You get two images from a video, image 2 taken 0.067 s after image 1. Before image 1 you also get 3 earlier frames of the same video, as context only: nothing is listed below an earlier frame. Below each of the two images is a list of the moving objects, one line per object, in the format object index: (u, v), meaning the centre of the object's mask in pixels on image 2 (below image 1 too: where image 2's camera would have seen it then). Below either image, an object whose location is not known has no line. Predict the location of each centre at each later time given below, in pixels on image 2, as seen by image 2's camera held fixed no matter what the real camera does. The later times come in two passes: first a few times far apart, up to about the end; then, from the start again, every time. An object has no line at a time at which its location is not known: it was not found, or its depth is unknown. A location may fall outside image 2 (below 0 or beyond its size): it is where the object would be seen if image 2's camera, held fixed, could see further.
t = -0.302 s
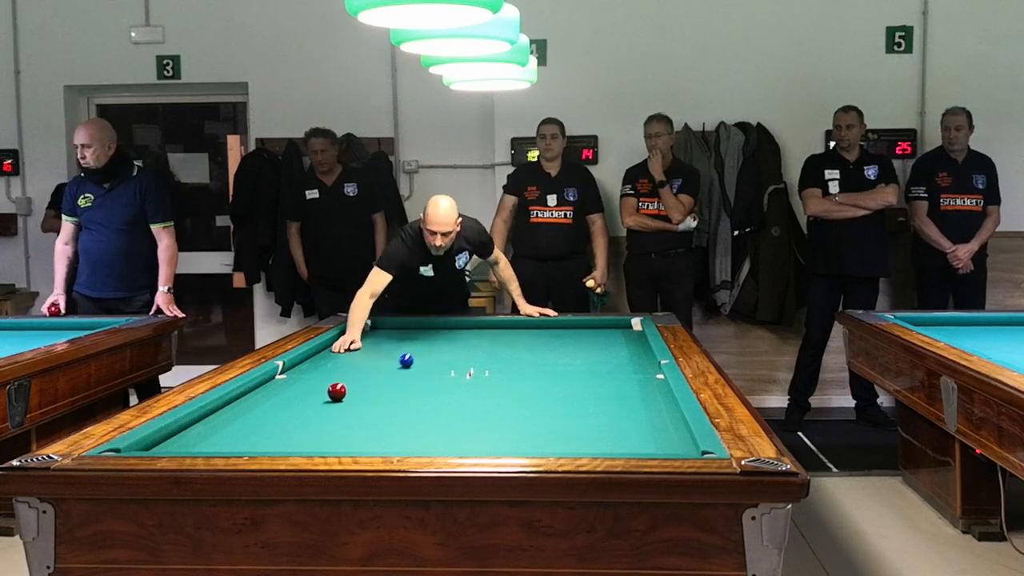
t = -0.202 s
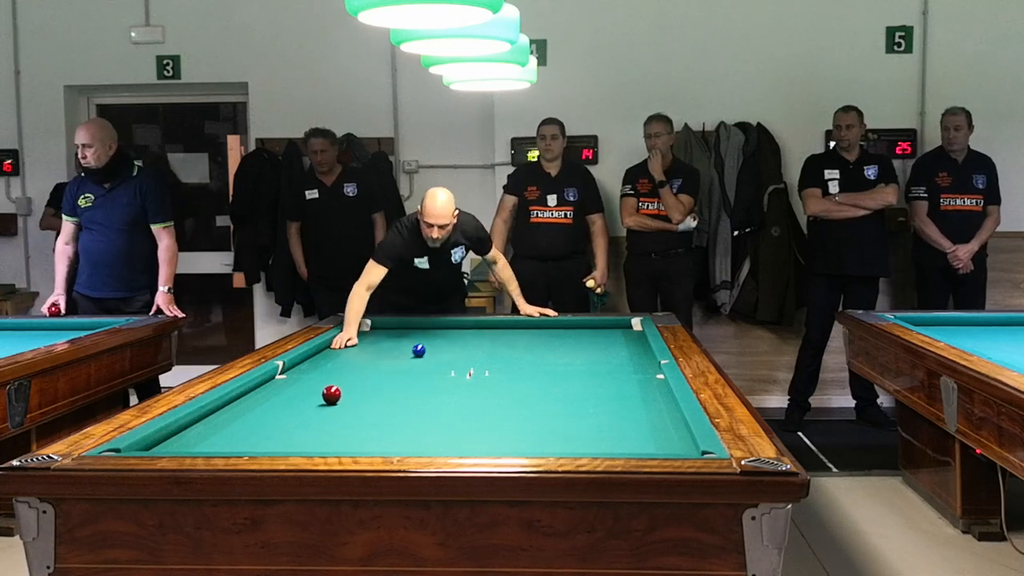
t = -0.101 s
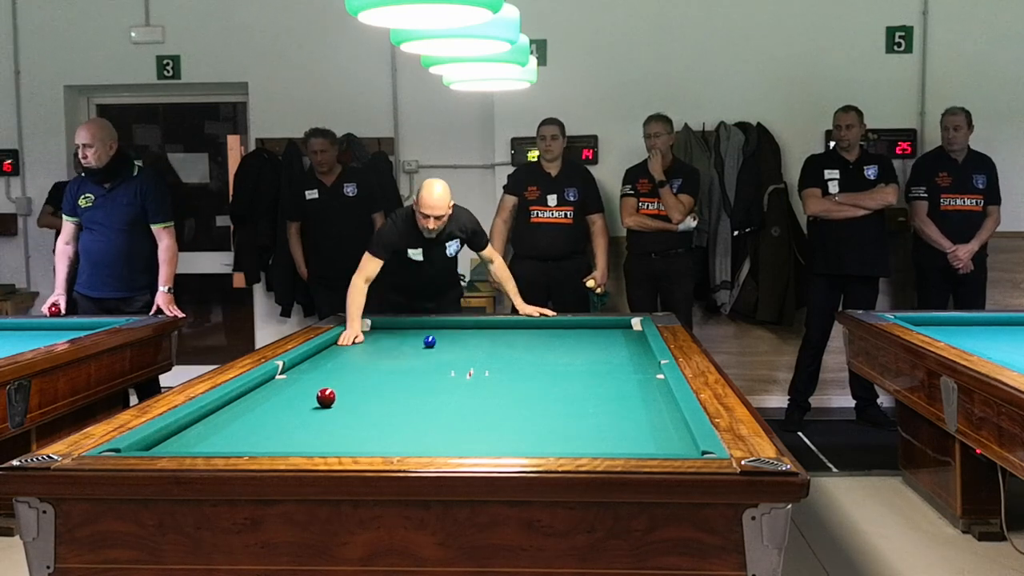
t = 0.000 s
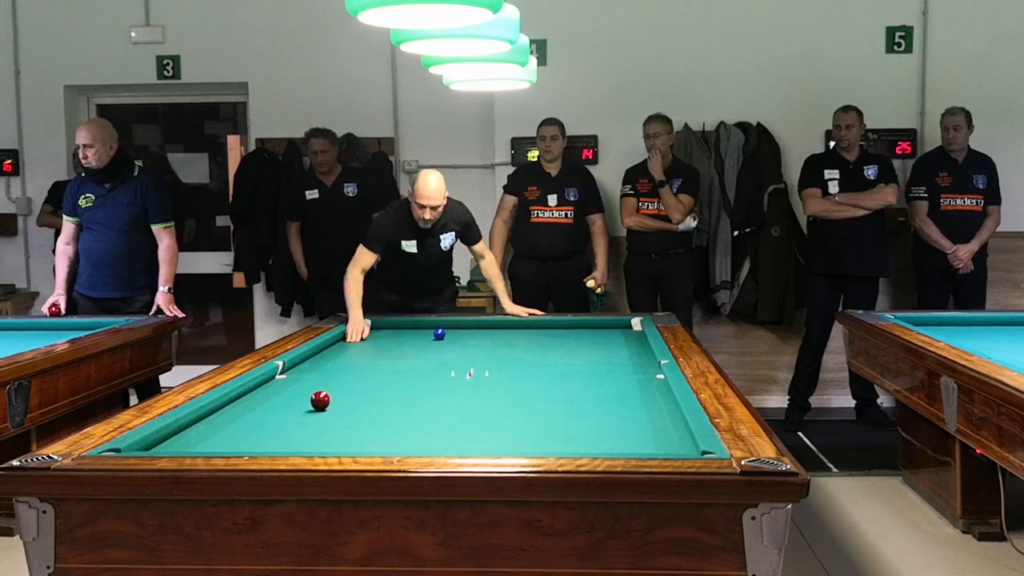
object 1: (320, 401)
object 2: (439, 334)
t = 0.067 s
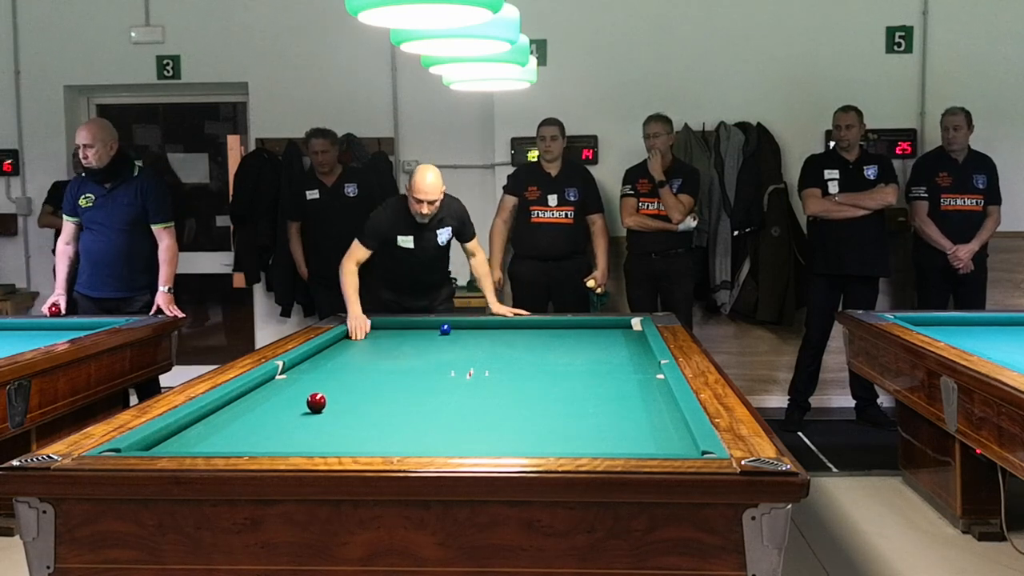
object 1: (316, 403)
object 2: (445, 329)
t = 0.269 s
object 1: (304, 408)
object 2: (443, 332)
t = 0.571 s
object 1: (285, 418)
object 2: (428, 347)
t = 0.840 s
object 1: (268, 427)
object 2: (411, 363)
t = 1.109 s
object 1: (249, 437)
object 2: (392, 382)
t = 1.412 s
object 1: (227, 444)
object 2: (363, 410)
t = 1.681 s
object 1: (208, 449)
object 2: (330, 442)
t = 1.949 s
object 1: (208, 447)
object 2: (332, 442)
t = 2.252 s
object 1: (212, 444)
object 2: (359, 418)
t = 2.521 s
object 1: (214, 441)
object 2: (378, 400)
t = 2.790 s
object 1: (217, 437)
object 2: (394, 385)
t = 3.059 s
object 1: (220, 433)
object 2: (408, 372)
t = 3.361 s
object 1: (223, 428)
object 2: (421, 360)
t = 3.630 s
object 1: (226, 425)
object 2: (431, 351)
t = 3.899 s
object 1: (228, 422)
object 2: (439, 343)
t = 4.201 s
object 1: (231, 418)
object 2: (448, 335)
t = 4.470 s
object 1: (233, 416)
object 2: (455, 329)
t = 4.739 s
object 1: (236, 413)
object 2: (459, 326)
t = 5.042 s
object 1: (239, 411)
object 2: (456, 329)
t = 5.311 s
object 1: (241, 409)
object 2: (452, 333)
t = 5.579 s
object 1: (243, 408)
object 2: (449, 337)
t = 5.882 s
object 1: (245, 406)
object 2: (445, 341)
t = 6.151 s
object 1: (246, 405)
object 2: (441, 345)
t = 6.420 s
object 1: (248, 404)
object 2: (438, 349)
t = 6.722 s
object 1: (250, 403)
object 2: (433, 354)
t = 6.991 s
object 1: (251, 403)
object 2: (429, 358)
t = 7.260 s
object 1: (252, 403)
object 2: (424, 362)
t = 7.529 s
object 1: (253, 402)
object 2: (420, 367)
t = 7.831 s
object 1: (253, 402)
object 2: (415, 371)
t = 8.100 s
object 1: (253, 402)
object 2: (412, 376)
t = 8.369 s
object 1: (253, 402)
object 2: (408, 380)
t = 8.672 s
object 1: (253, 402)
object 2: (405, 386)
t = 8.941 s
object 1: (253, 402)
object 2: (402, 390)
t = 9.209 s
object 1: (253, 402)
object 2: (398, 395)
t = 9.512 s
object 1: (253, 402)
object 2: (394, 401)
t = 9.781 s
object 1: (253, 402)
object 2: (391, 405)
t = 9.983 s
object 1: (253, 402)
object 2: (388, 409)
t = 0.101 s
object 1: (314, 403)
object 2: (448, 327)
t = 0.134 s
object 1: (312, 404)
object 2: (450, 325)
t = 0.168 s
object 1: (310, 406)
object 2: (449, 326)
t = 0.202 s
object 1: (308, 406)
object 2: (447, 328)
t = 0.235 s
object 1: (306, 407)
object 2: (445, 330)
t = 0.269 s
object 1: (304, 408)
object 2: (443, 332)
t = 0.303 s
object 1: (302, 410)
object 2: (441, 333)
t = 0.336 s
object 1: (300, 411)
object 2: (440, 335)
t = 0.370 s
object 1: (298, 412)
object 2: (438, 337)
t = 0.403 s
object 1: (296, 413)
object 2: (436, 338)
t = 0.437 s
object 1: (294, 414)
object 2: (435, 340)
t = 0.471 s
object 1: (292, 415)
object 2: (433, 341)
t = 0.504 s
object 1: (290, 416)
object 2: (431, 344)
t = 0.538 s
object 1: (287, 417)
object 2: (429, 345)
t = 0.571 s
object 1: (285, 418)
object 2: (428, 347)
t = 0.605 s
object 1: (283, 419)
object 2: (426, 349)
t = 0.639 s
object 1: (281, 420)
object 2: (424, 351)
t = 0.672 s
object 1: (279, 422)
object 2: (422, 353)
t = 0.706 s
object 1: (277, 423)
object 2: (420, 354)
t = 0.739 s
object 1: (275, 424)
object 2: (418, 357)
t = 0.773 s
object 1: (272, 425)
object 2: (416, 359)
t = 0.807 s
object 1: (270, 426)
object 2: (414, 361)
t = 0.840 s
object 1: (268, 427)
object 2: (411, 363)
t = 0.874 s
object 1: (265, 428)
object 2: (409, 365)
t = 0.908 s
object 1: (263, 429)
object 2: (407, 367)
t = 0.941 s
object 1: (261, 431)
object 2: (404, 370)
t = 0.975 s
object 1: (258, 432)
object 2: (402, 372)
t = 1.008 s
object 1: (256, 433)
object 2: (399, 375)
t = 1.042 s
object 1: (254, 434)
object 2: (397, 377)
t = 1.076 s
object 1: (251, 435)
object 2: (394, 380)
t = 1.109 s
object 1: (249, 437)
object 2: (392, 382)
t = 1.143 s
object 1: (247, 438)
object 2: (389, 385)
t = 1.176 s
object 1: (244, 439)
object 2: (386, 388)
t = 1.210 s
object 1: (242, 440)
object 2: (383, 391)
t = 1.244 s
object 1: (239, 441)
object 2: (380, 394)
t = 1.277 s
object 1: (237, 441)
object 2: (377, 397)
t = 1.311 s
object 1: (235, 442)
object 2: (374, 400)
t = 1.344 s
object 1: (232, 443)
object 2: (370, 403)
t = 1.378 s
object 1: (230, 443)
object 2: (367, 407)
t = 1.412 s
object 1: (227, 444)
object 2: (363, 410)
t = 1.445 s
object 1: (225, 445)
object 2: (360, 414)
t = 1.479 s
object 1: (222, 445)
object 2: (356, 418)
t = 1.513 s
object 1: (220, 446)
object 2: (352, 422)
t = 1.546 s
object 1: (217, 446)
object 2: (348, 426)
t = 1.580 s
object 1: (215, 447)
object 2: (344, 430)
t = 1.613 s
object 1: (212, 448)
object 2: (339, 434)
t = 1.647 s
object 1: (210, 448)
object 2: (335, 439)
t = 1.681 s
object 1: (208, 449)
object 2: (330, 442)
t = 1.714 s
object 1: (205, 450)
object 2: (325, 445)
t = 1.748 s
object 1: (206, 449)
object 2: (320, 447)
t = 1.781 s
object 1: (206, 449)
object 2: (316, 449)
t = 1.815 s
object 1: (207, 448)
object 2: (316, 450)
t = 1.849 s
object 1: (207, 448)
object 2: (320, 447)
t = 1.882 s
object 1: (208, 447)
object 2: (324, 446)
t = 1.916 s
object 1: (208, 447)
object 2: (328, 444)
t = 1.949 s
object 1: (208, 447)
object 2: (332, 442)
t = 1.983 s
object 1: (209, 446)
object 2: (335, 440)
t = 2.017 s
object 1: (209, 446)
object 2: (338, 437)
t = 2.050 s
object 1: (209, 446)
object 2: (341, 434)
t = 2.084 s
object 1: (210, 446)
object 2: (345, 431)
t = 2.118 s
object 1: (210, 445)
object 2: (347, 428)
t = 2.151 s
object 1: (210, 445)
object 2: (350, 426)
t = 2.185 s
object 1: (211, 445)
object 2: (353, 423)
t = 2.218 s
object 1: (211, 444)
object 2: (356, 421)
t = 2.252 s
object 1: (212, 444)
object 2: (359, 418)
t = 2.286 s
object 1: (212, 443)
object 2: (361, 416)
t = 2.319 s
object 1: (212, 443)
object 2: (364, 413)
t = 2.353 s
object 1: (213, 443)
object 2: (366, 411)
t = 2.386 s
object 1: (213, 442)
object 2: (369, 408)
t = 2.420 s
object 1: (213, 442)
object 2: (371, 406)
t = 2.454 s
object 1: (214, 442)
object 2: (373, 404)
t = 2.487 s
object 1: (214, 441)
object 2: (375, 402)
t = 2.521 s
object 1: (214, 441)
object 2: (378, 400)
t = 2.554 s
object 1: (215, 440)
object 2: (380, 398)
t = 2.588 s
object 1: (215, 440)
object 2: (382, 396)
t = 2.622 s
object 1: (215, 440)
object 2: (384, 394)
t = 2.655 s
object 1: (216, 439)
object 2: (386, 392)
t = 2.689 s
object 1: (216, 439)
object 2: (388, 390)
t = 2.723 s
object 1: (217, 438)
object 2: (390, 389)
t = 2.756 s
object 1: (217, 438)
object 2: (392, 387)
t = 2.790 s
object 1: (217, 437)
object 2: (394, 385)
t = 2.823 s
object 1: (218, 437)
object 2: (396, 383)
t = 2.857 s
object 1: (218, 436)
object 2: (398, 382)
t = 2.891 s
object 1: (218, 436)
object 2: (399, 380)
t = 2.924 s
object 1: (219, 435)
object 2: (401, 379)
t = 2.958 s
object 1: (219, 434)
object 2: (403, 377)
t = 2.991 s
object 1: (220, 434)
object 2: (404, 375)
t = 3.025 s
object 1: (220, 433)
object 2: (406, 374)
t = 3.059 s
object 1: (220, 433)
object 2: (408, 372)
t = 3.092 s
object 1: (221, 432)
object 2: (409, 371)
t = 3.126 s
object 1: (221, 432)
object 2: (411, 369)
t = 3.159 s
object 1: (221, 431)
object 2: (412, 368)
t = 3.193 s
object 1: (222, 430)
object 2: (414, 367)
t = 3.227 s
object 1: (222, 430)
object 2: (415, 365)
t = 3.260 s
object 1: (222, 430)
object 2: (417, 364)
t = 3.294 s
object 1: (223, 429)
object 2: (418, 363)
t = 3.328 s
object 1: (223, 429)
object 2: (419, 362)
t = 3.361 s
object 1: (223, 428)
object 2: (421, 360)
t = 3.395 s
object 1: (224, 428)
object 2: (422, 359)
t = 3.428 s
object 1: (224, 427)
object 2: (423, 358)
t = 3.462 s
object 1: (224, 427)
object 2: (424, 357)
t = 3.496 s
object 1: (224, 426)
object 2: (426, 355)
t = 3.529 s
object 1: (225, 426)
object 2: (427, 354)
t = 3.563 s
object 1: (225, 425)
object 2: (428, 353)
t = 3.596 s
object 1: (226, 425)
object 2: (430, 352)
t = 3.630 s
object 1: (226, 425)
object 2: (431, 351)
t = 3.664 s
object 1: (226, 424)
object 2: (432, 350)
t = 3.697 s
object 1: (226, 424)
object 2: (433, 349)
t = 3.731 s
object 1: (227, 423)
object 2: (434, 348)
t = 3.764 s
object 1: (227, 423)
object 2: (435, 347)
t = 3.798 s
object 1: (227, 423)
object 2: (436, 346)
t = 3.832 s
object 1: (228, 422)
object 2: (437, 345)
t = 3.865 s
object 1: (228, 422)
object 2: (438, 344)
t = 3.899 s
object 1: (228, 422)
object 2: (439, 343)
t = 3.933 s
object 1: (229, 421)
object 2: (440, 342)
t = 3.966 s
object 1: (229, 421)
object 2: (441, 341)
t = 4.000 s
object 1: (229, 420)
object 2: (442, 340)
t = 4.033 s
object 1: (230, 420)
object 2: (443, 339)
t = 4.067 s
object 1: (230, 420)
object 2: (444, 338)
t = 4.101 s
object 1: (230, 419)
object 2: (445, 338)
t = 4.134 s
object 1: (230, 419)
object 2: (446, 336)
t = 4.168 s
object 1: (231, 419)
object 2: (447, 336)
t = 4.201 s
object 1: (231, 418)
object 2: (448, 335)
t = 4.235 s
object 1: (231, 418)
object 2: (449, 334)
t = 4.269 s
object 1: (232, 418)
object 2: (450, 333)
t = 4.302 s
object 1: (232, 417)
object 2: (451, 333)
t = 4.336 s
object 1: (232, 417)
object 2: (452, 332)
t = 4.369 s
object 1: (233, 417)
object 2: (453, 331)
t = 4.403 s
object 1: (233, 416)
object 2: (453, 330)
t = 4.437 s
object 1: (233, 416)
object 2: (454, 330)
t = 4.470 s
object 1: (233, 416)
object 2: (455, 329)
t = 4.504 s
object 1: (234, 415)
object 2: (456, 328)
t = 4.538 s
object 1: (234, 415)
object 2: (457, 328)
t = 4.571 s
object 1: (235, 415)
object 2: (458, 327)
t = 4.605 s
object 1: (235, 415)
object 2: (459, 326)
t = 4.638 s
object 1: (235, 414)
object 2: (459, 325)
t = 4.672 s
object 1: (235, 414)
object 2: (460, 325)
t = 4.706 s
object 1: (236, 414)
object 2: (459, 326)
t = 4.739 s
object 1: (236, 413)
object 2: (459, 326)
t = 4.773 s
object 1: (236, 413)
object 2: (459, 326)
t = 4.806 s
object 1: (237, 413)
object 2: (459, 326)
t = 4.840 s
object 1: (237, 413)
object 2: (458, 327)
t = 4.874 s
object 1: (238, 412)
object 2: (458, 327)
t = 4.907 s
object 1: (238, 412)
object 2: (457, 328)
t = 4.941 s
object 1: (238, 412)
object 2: (457, 328)
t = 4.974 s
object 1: (238, 411)
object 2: (456, 328)
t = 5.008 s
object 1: (239, 411)
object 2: (456, 329)
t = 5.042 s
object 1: (239, 411)
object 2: (456, 329)
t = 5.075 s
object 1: (239, 411)
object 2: (455, 330)
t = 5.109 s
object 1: (239, 411)
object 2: (455, 330)
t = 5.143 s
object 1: (240, 410)
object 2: (454, 331)
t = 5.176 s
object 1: (240, 410)
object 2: (454, 332)
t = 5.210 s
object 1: (240, 410)
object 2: (453, 332)
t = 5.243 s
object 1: (240, 410)
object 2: (453, 332)
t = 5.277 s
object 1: (241, 409)
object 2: (453, 333)
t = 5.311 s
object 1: (241, 409)
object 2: (452, 333)
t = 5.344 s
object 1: (241, 409)
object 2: (452, 334)
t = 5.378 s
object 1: (241, 409)
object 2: (452, 334)
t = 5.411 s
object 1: (242, 409)
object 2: (451, 335)
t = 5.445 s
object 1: (242, 408)
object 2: (451, 335)
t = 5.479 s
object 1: (242, 408)
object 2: (450, 335)
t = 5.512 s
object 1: (242, 408)
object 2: (450, 336)
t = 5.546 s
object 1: (242, 408)
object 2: (449, 336)
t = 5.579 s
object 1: (243, 408)
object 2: (449, 337)
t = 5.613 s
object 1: (243, 407)
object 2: (448, 338)
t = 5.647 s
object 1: (243, 407)
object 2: (448, 338)
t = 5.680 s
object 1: (243, 407)
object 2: (448, 338)
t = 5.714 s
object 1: (244, 407)
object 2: (447, 339)
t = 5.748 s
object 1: (244, 407)
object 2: (447, 339)
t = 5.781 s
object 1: (244, 407)
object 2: (446, 340)
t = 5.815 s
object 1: (244, 407)
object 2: (446, 340)
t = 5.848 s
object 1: (245, 406)
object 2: (445, 341)
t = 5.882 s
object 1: (245, 406)
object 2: (445, 341)
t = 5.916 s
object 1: (245, 406)
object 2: (444, 342)
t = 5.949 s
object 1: (245, 406)
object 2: (444, 342)
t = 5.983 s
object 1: (245, 406)
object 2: (444, 343)
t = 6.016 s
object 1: (245, 405)
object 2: (443, 343)
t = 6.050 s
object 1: (246, 405)
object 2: (443, 344)
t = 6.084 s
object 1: (246, 405)
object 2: (442, 344)
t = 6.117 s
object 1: (246, 405)
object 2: (442, 345)
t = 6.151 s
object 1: (246, 405)
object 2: (441, 345)
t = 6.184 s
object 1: (246, 405)
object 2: (441, 346)
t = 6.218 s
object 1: (246, 405)
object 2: (440, 346)
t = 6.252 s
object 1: (247, 405)
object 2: (440, 346)
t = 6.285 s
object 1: (247, 405)
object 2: (439, 347)
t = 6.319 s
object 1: (247, 404)
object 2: (439, 348)
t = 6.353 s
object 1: (247, 404)
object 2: (438, 348)
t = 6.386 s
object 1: (248, 404)
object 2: (438, 349)
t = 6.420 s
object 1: (248, 404)
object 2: (438, 349)
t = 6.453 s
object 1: (248, 404)
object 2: (437, 349)
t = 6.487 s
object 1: (248, 404)
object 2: (436, 350)
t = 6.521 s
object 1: (249, 404)
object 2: (436, 351)
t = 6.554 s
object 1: (249, 404)
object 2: (436, 351)
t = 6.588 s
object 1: (249, 404)
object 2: (435, 352)
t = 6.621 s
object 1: (249, 404)
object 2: (435, 352)
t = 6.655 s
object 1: (249, 403)
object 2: (434, 353)
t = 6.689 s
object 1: (249, 403)
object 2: (434, 353)
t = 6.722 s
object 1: (250, 403)
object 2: (433, 354)
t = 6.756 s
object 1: (250, 403)
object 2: (432, 354)
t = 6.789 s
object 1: (250, 403)
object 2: (432, 355)
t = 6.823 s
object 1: (250, 403)
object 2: (431, 355)
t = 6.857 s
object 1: (250, 403)
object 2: (431, 356)
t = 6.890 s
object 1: (251, 403)
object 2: (430, 356)
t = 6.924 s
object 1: (251, 403)
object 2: (430, 357)
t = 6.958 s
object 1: (251, 403)
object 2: (429, 358)
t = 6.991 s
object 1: (251, 403)
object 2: (429, 358)
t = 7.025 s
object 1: (251, 403)
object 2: (428, 359)
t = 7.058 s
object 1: (251, 403)
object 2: (428, 359)
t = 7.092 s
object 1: (251, 403)
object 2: (427, 360)
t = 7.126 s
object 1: (252, 403)
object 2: (427, 360)
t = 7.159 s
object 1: (252, 403)
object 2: (426, 361)
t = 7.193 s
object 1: (252, 403)
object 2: (425, 361)
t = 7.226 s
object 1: (252, 402)
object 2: (425, 362)
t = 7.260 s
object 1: (252, 403)
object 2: (424, 362)
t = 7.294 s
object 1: (252, 402)
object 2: (424, 363)
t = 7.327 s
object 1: (252, 402)
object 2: (423, 363)
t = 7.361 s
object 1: (252, 402)
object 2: (423, 364)
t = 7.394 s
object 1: (253, 402)
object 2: (422, 365)
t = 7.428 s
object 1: (253, 402)
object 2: (421, 365)
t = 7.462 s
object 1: (253, 402)
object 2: (421, 366)
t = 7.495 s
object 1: (253, 402)
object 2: (421, 366)
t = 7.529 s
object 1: (253, 402)
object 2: (420, 367)
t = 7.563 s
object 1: (253, 402)
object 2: (419, 367)
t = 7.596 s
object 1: (253, 402)
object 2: (419, 368)
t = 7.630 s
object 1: (253, 402)
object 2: (418, 368)
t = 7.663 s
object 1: (253, 402)
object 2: (418, 369)
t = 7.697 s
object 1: (253, 402)
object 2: (417, 369)
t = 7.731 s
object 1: (253, 402)
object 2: (417, 370)
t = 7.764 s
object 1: (253, 402)
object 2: (416, 370)
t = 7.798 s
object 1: (253, 402)
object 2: (416, 371)
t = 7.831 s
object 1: (253, 402)
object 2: (415, 371)
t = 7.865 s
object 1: (253, 402)
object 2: (415, 372)
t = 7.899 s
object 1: (253, 402)
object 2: (414, 372)
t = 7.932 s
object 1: (253, 402)
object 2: (414, 373)
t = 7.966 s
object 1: (253, 402)
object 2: (414, 374)
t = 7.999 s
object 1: (253, 402)
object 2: (413, 374)
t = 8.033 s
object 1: (253, 402)
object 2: (413, 375)
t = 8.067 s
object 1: (253, 402)
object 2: (412, 375)
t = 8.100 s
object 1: (253, 402)
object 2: (412, 376)
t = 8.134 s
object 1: (253, 402)
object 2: (411, 377)
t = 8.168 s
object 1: (253, 402)
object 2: (411, 377)
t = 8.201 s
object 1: (253, 402)
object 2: (410, 378)
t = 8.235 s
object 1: (253, 402)
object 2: (410, 378)
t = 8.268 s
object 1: (253, 402)
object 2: (410, 379)
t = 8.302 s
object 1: (253, 402)
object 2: (409, 379)
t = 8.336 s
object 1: (253, 402)
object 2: (409, 380)
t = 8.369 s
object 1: (253, 402)
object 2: (408, 380)
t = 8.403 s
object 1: (253, 402)
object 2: (408, 381)
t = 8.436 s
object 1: (253, 402)
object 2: (408, 382)
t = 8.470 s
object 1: (253, 402)
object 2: (407, 382)
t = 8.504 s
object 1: (253, 402)
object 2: (407, 383)
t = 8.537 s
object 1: (253, 402)
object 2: (406, 383)
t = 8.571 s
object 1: (253, 402)
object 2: (406, 384)
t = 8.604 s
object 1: (253, 402)
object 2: (405, 385)
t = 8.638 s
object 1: (253, 402)
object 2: (405, 385)
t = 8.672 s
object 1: (253, 402)
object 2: (405, 386)
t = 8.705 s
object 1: (253, 402)
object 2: (405, 386)
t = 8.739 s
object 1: (253, 402)
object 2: (404, 387)
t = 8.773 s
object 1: (253, 402)
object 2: (404, 388)
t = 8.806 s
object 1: (253, 402)
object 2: (403, 388)
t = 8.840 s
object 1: (253, 402)
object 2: (403, 389)
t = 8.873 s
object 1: (253, 402)
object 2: (402, 389)
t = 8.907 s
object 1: (253, 402)
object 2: (402, 390)
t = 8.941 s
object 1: (253, 402)
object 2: (402, 390)
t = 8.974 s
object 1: (253, 402)
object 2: (401, 391)
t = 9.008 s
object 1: (253, 402)
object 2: (401, 392)
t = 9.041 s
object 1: (253, 402)
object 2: (400, 392)
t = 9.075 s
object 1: (253, 402)
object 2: (400, 393)
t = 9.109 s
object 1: (253, 402)
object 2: (399, 393)
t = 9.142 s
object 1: (253, 402)
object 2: (399, 394)
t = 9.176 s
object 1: (253, 402)
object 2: (399, 395)
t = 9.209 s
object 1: (253, 402)
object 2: (398, 395)
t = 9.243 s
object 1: (253, 402)
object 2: (397, 396)
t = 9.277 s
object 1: (253, 402)
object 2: (397, 396)
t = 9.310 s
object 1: (253, 402)
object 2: (397, 397)
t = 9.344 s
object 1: (253, 402)
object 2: (396, 398)
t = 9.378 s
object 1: (253, 402)
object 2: (396, 398)
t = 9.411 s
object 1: (253, 402)
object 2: (395, 399)
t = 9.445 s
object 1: (253, 402)
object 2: (395, 399)
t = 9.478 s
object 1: (253, 402)
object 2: (395, 400)
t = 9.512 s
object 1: (253, 402)
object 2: (394, 401)
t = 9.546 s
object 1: (253, 402)
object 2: (394, 401)
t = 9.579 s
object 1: (253, 402)
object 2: (394, 402)
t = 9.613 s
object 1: (253, 402)
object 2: (393, 402)
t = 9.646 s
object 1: (253, 402)
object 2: (393, 403)
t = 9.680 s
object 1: (253, 402)
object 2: (392, 404)
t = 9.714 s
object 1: (253, 402)
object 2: (392, 404)
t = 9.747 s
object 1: (253, 402)
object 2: (391, 405)
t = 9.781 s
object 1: (253, 402)
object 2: (391, 405)
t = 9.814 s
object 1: (253, 402)
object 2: (390, 406)
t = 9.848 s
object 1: (253, 402)
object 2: (390, 406)
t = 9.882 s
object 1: (253, 402)
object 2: (389, 407)
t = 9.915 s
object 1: (253, 402)
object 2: (389, 408)
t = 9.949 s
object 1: (253, 402)
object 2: (388, 408)
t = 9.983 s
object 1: (253, 402)
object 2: (388, 409)
